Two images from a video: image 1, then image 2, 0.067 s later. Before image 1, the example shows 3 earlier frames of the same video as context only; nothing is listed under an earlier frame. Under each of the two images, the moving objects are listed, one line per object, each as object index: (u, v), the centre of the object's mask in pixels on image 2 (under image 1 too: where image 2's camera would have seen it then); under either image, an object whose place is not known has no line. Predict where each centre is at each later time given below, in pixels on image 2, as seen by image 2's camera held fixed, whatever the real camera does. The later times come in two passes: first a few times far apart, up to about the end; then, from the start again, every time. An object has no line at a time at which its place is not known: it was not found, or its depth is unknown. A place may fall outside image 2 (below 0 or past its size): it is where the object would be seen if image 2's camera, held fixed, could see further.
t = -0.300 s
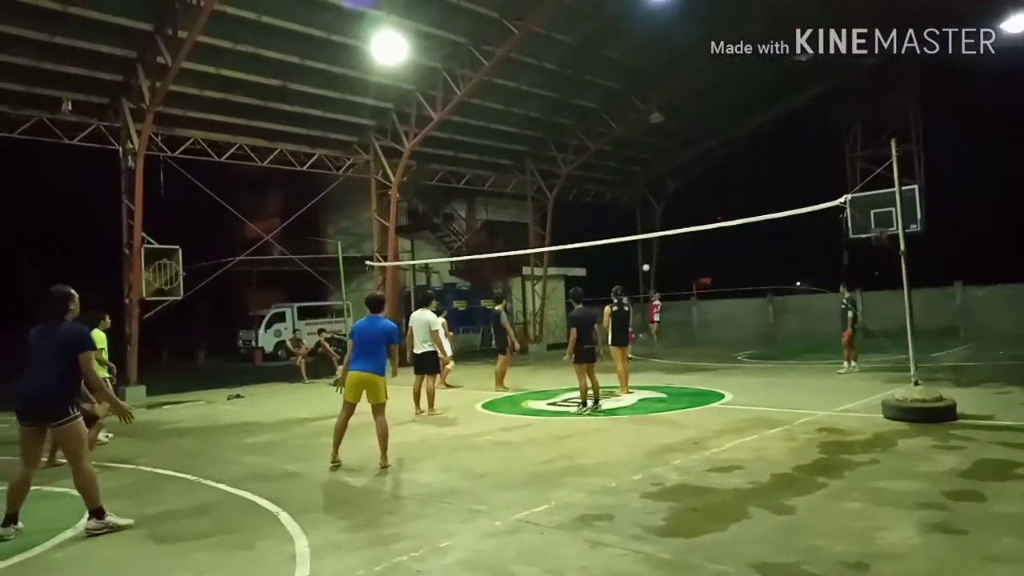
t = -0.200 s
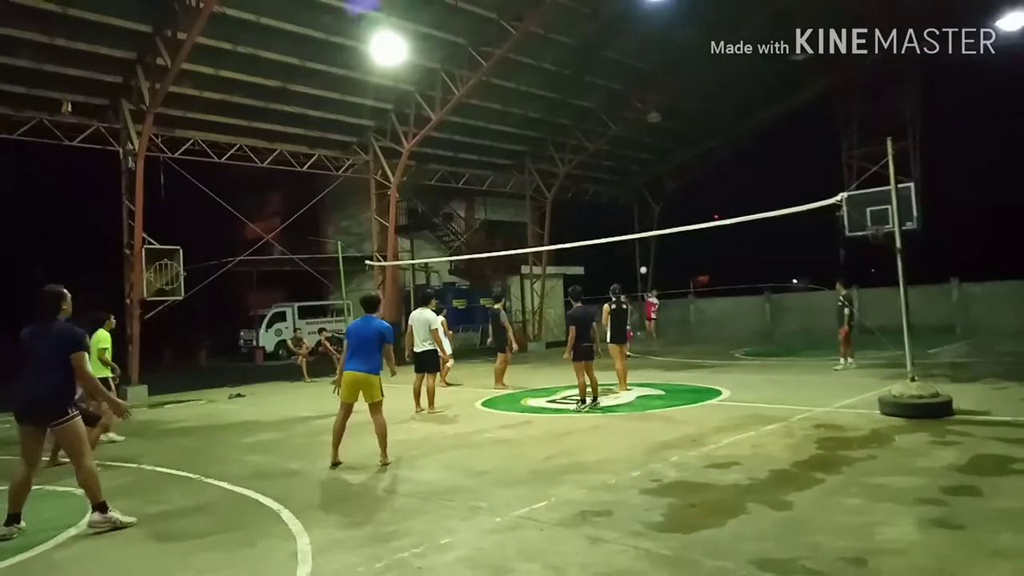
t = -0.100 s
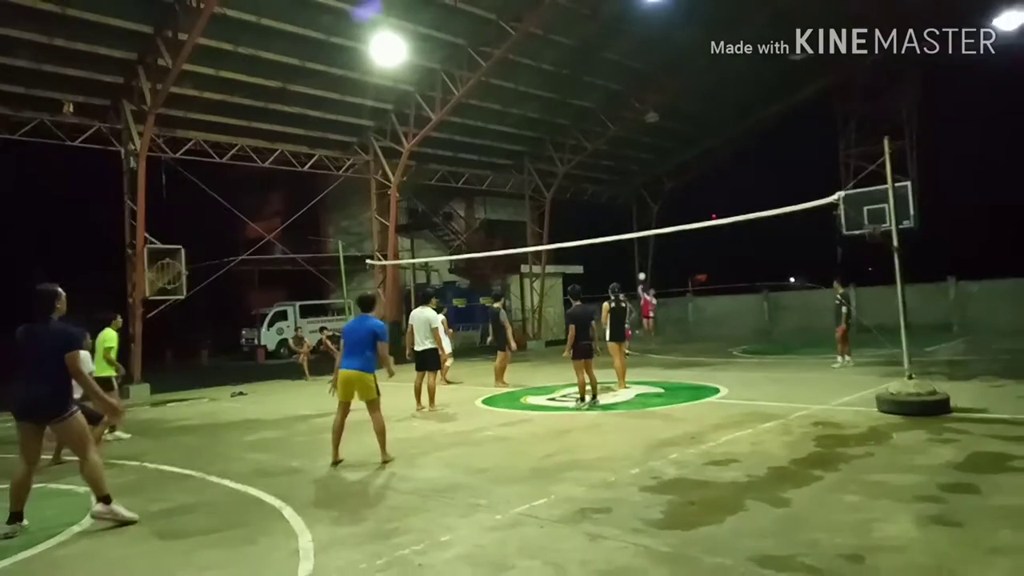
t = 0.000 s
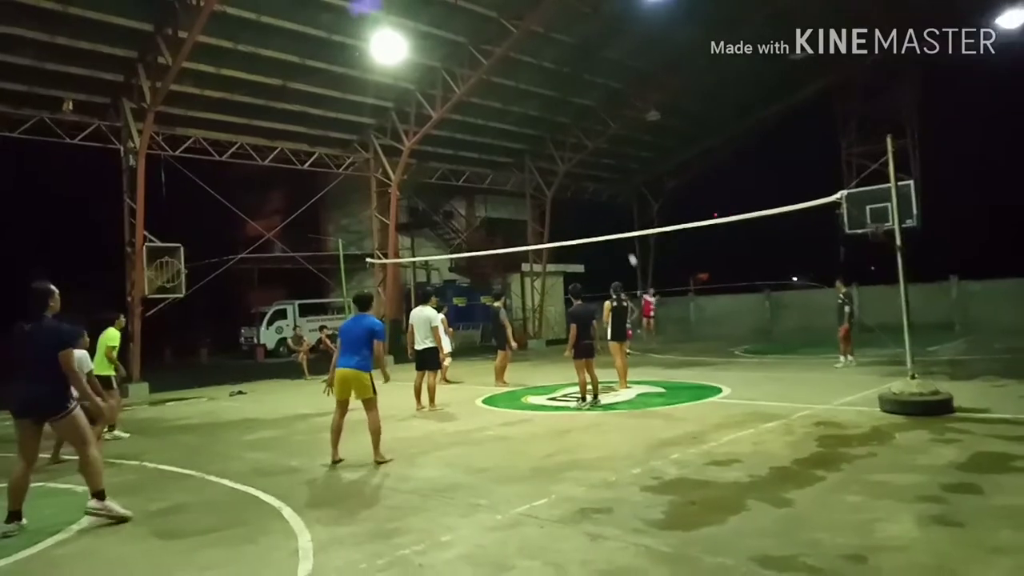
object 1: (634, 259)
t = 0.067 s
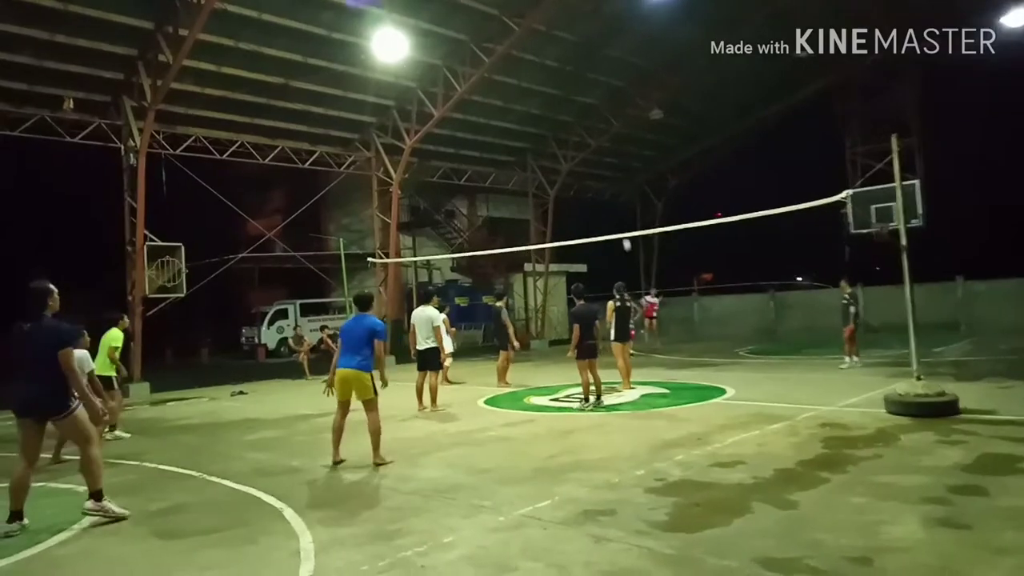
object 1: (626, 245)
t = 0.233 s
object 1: (601, 207)
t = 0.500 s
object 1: (551, 149)
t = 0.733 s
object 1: (495, 104)
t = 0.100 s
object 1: (623, 238)
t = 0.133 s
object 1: (618, 228)
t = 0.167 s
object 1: (612, 222)
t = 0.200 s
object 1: (606, 214)
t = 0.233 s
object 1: (601, 207)
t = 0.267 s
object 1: (595, 200)
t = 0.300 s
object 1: (590, 192)
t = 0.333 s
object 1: (584, 185)
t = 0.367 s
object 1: (578, 177)
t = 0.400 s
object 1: (571, 169)
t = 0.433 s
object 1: (565, 162)
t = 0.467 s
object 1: (558, 155)
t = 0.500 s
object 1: (551, 149)
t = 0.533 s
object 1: (544, 142)
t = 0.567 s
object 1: (537, 134)
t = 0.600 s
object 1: (529, 129)
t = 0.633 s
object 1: (521, 122)
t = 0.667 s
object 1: (513, 116)
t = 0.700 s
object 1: (505, 110)
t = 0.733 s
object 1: (495, 104)
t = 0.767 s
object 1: (486, 99)
